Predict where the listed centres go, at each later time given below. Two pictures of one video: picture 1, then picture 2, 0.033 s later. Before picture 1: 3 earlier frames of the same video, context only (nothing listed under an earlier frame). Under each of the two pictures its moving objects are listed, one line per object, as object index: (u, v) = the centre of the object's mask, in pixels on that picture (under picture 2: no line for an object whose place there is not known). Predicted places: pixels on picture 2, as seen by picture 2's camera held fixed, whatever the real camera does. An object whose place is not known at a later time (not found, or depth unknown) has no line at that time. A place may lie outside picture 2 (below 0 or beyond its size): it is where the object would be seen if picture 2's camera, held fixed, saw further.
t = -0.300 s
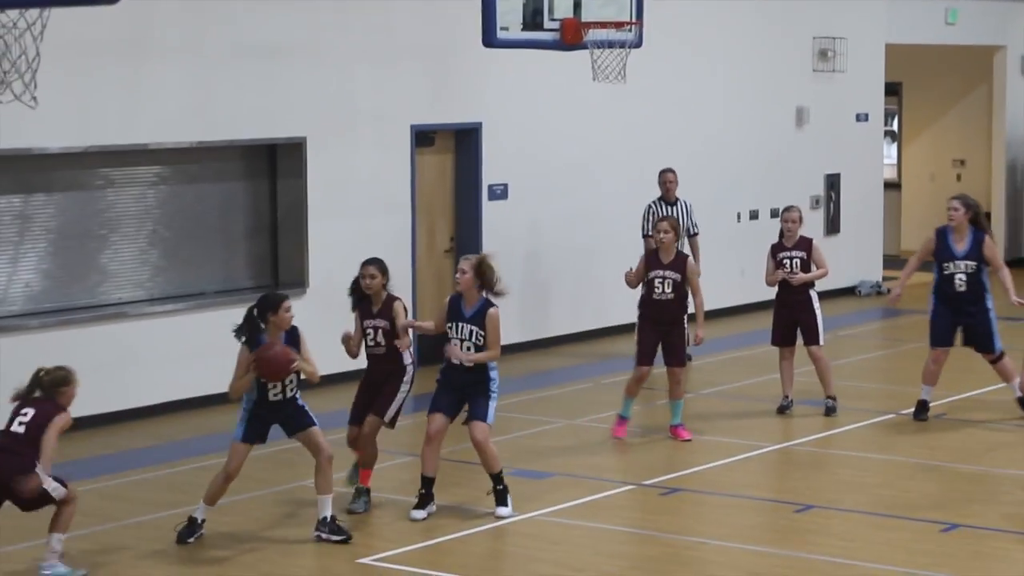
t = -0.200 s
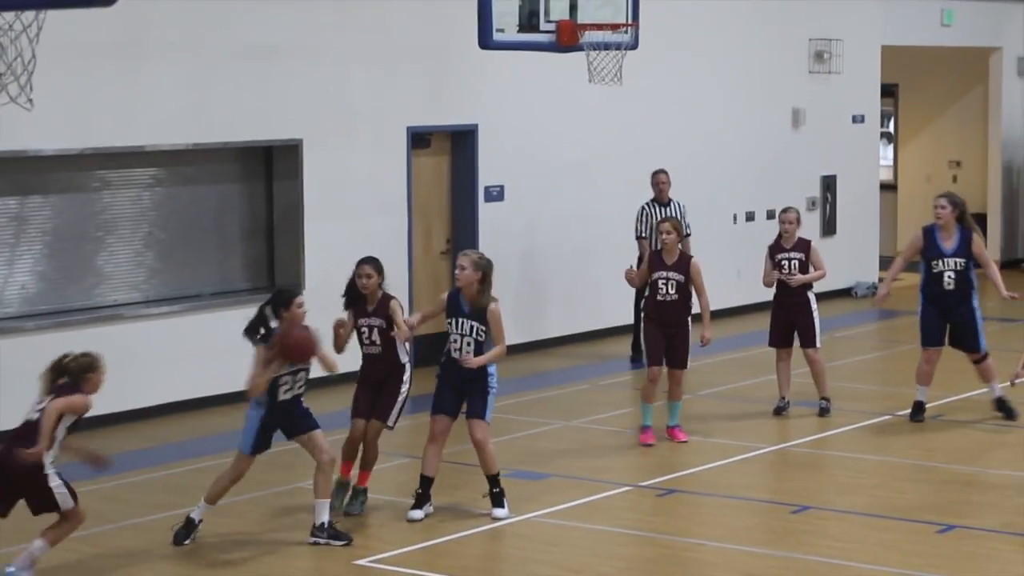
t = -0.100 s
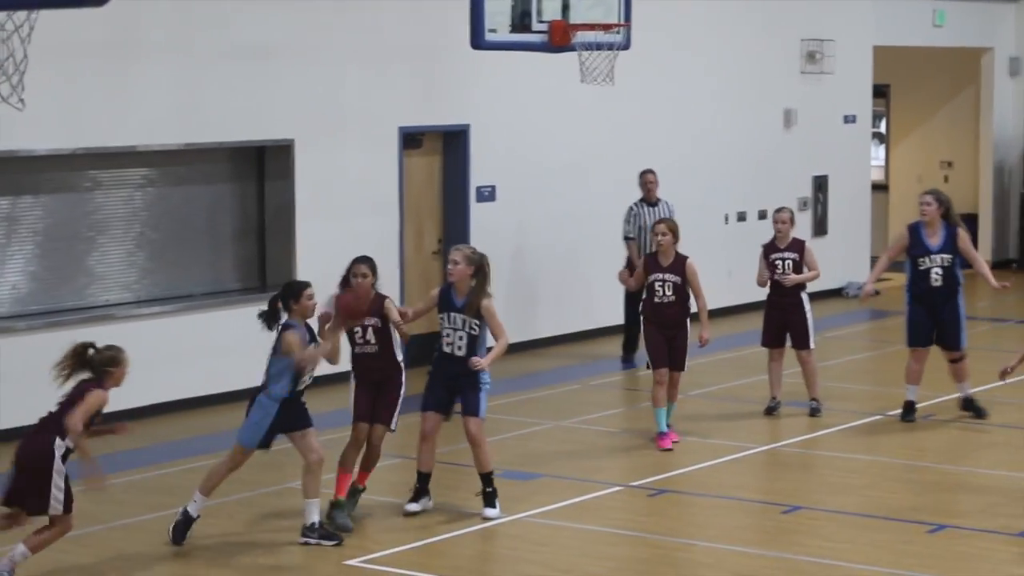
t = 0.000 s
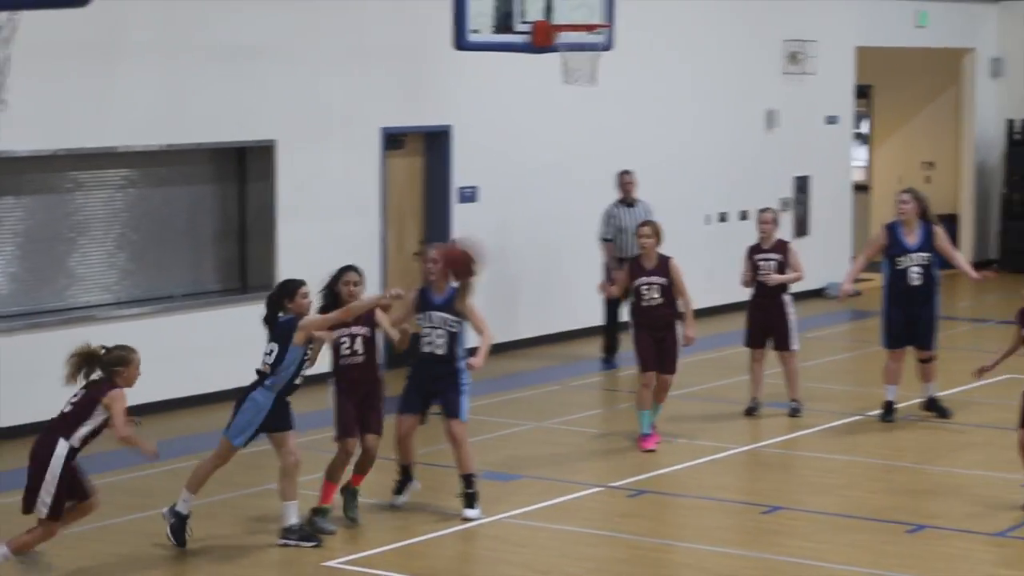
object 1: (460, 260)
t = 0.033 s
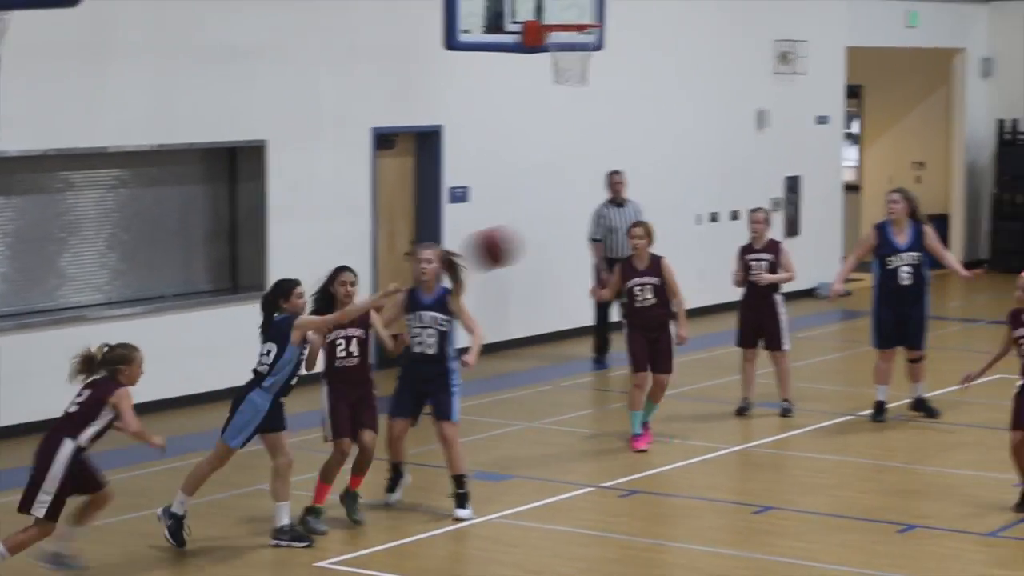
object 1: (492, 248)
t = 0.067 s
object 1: (537, 239)
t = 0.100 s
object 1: (576, 231)
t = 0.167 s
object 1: (678, 222)
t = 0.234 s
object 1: (776, 219)
